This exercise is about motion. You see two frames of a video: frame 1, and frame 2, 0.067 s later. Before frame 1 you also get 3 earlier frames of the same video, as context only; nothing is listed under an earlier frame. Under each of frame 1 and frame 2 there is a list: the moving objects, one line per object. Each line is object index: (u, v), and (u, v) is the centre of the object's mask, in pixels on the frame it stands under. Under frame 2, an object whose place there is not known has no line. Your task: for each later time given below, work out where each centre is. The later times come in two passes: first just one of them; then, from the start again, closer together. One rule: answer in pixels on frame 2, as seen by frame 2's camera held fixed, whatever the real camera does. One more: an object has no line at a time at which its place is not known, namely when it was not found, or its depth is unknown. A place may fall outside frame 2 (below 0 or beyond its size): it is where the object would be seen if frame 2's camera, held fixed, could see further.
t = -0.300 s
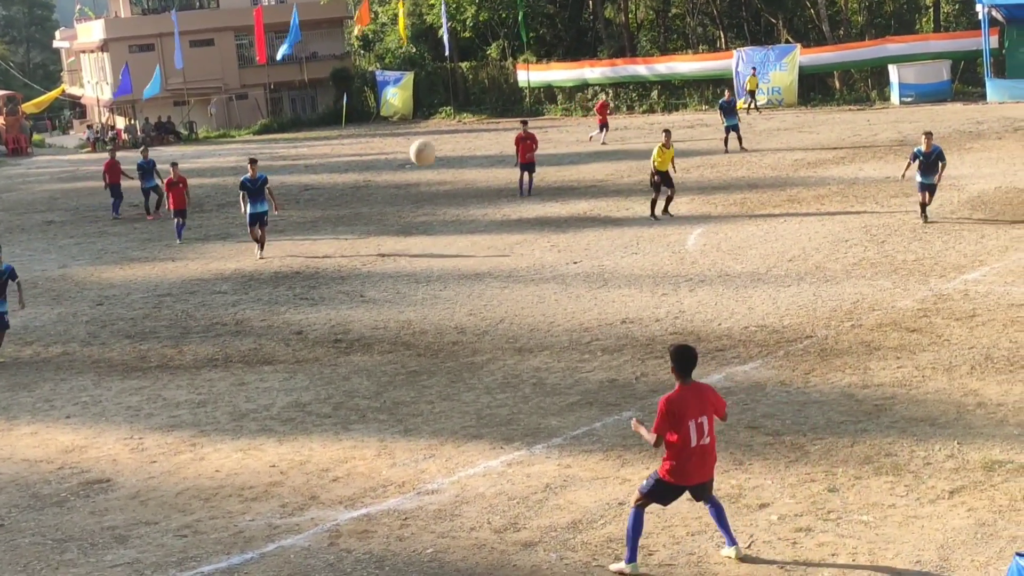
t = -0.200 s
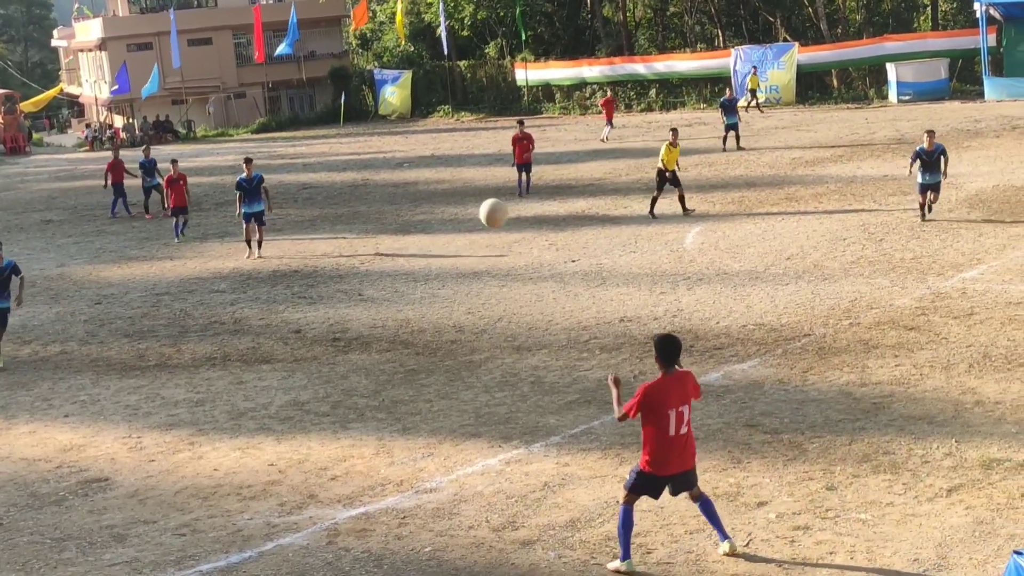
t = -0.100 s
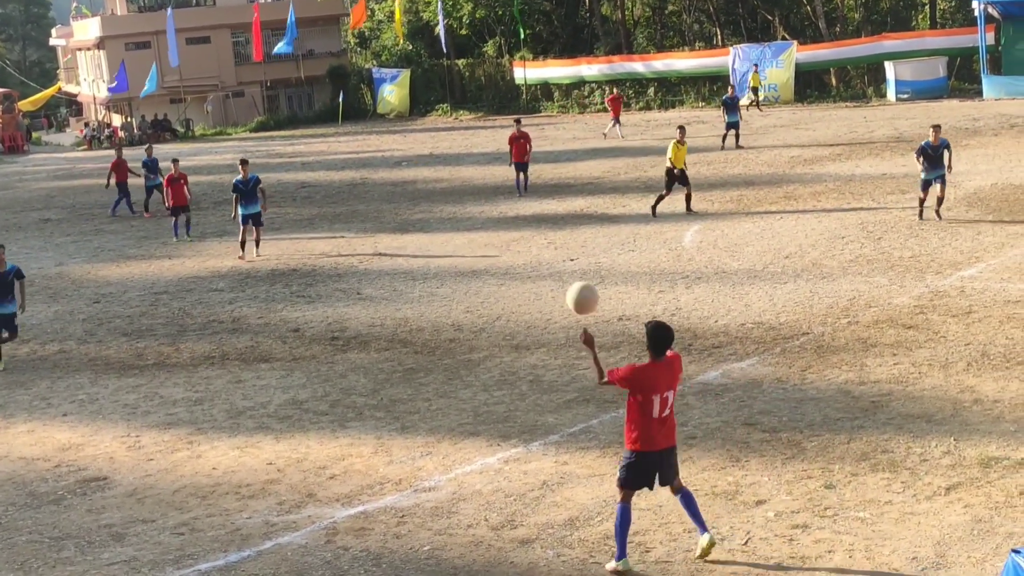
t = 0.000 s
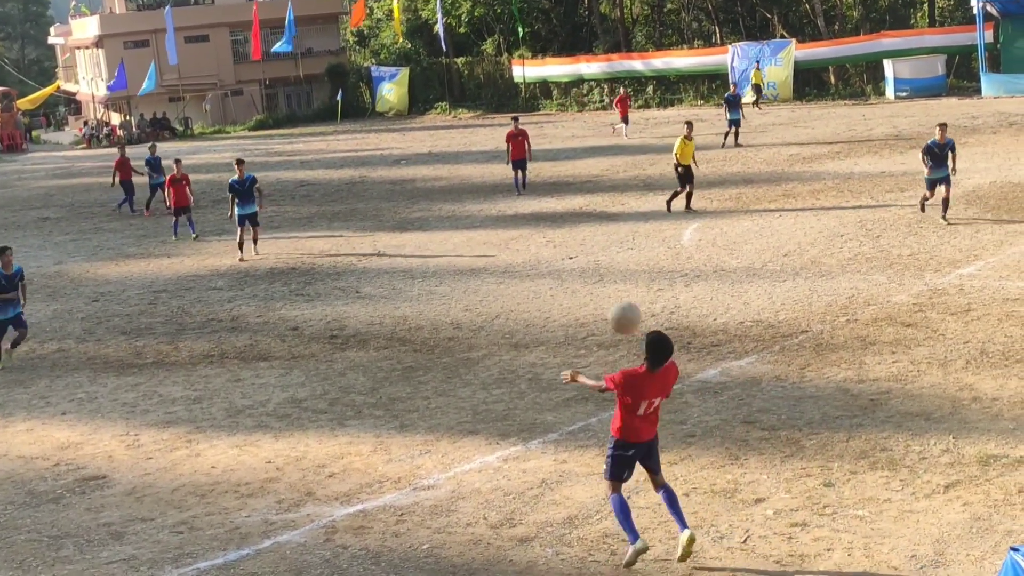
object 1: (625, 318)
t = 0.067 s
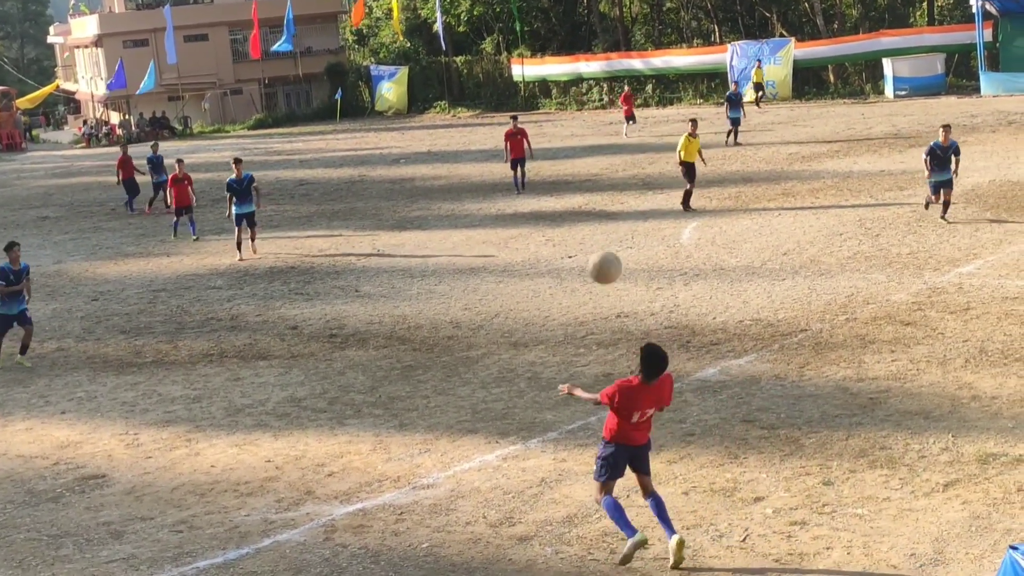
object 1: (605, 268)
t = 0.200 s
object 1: (566, 188)
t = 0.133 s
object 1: (586, 226)
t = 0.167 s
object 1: (576, 206)
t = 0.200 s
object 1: (566, 188)
